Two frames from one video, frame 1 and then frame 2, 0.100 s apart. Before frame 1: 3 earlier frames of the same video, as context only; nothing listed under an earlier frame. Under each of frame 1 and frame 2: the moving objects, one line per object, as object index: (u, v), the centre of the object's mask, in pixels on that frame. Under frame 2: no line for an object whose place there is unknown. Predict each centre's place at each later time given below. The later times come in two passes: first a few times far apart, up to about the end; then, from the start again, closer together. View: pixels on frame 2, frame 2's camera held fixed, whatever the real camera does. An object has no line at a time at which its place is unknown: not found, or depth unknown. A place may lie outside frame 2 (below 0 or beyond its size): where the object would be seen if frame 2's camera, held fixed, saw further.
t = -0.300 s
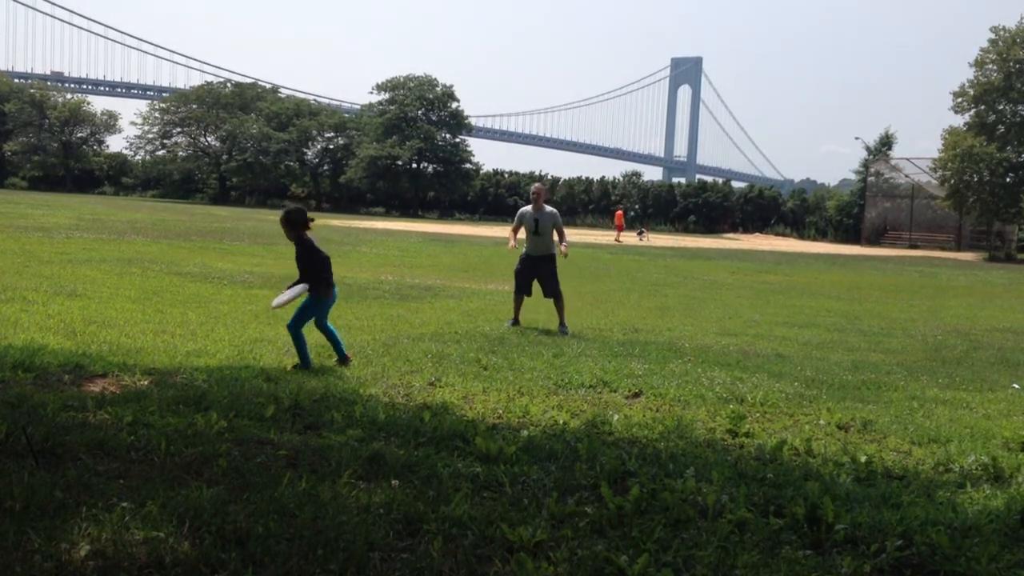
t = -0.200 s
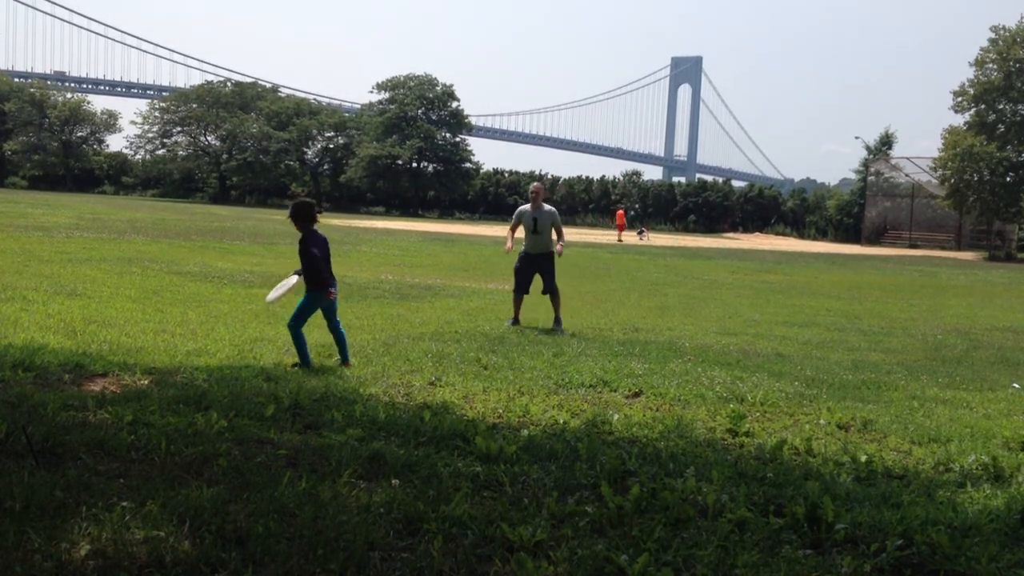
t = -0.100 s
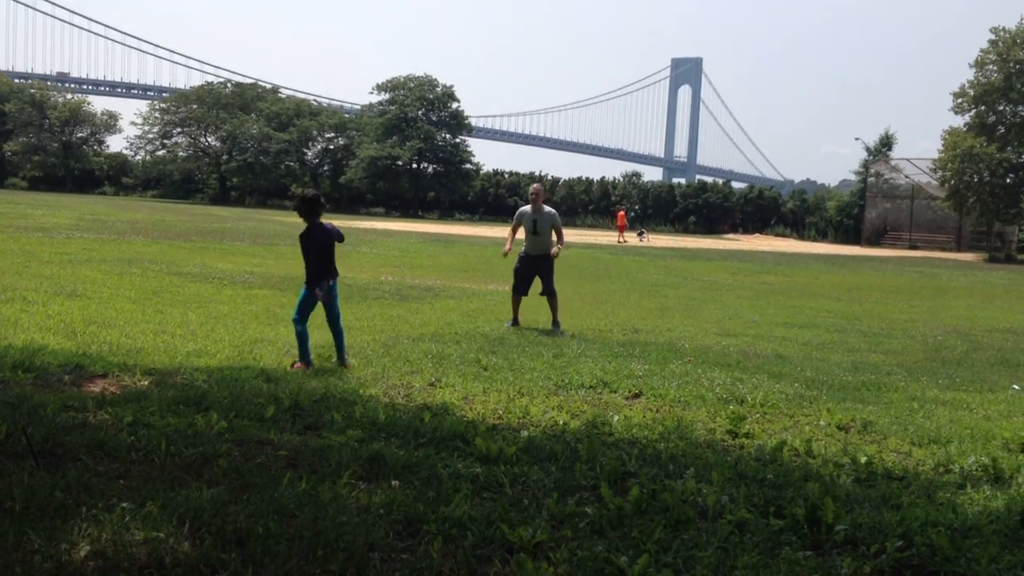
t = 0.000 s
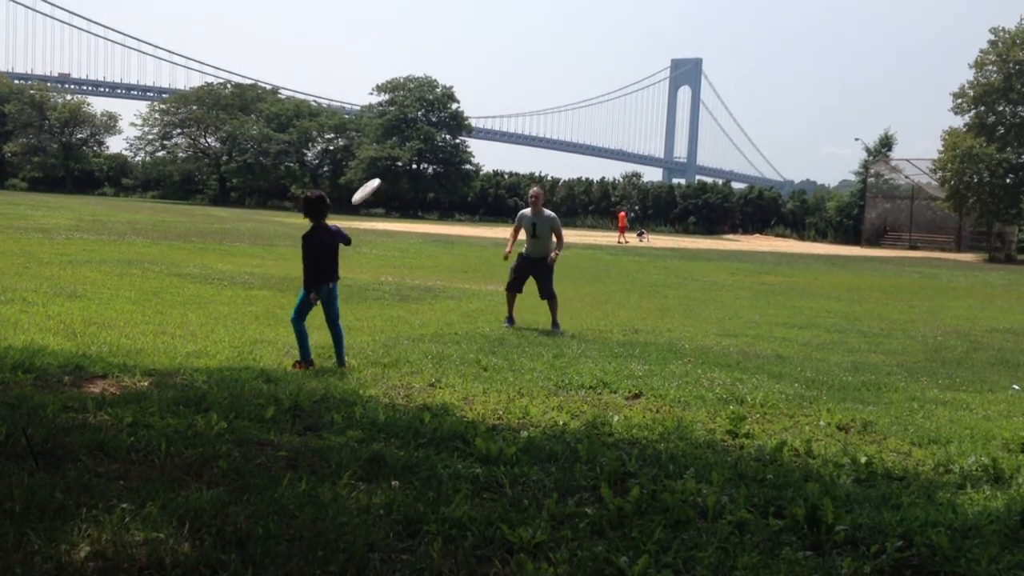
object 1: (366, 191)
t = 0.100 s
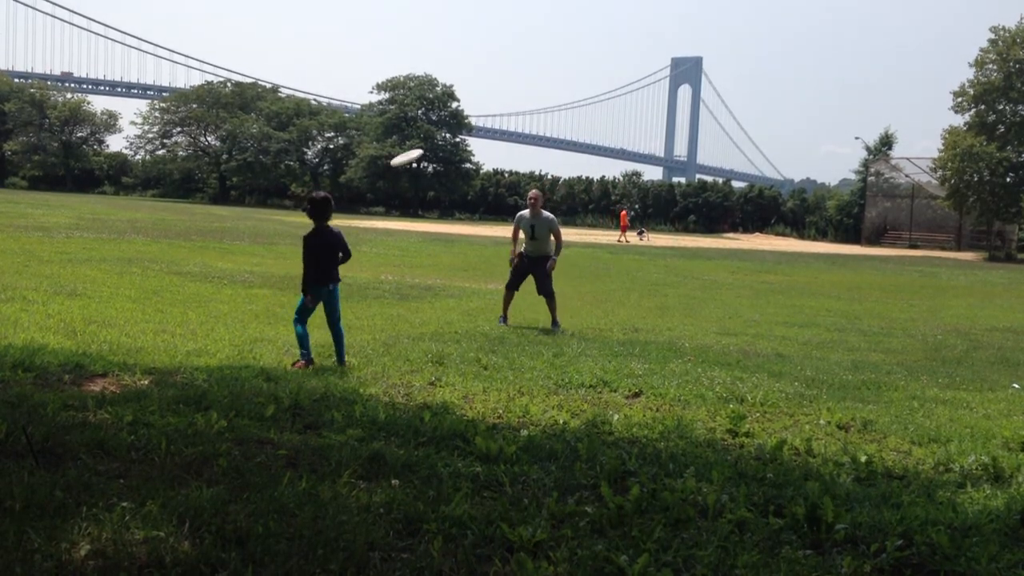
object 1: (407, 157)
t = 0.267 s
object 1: (461, 130)
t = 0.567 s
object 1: (525, 135)
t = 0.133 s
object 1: (419, 150)
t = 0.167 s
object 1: (431, 143)
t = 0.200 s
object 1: (442, 137)
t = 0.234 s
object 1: (453, 133)
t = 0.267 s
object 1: (461, 130)
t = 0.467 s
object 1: (511, 128)
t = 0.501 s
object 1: (516, 130)
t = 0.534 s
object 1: (521, 132)
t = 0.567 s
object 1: (525, 135)
